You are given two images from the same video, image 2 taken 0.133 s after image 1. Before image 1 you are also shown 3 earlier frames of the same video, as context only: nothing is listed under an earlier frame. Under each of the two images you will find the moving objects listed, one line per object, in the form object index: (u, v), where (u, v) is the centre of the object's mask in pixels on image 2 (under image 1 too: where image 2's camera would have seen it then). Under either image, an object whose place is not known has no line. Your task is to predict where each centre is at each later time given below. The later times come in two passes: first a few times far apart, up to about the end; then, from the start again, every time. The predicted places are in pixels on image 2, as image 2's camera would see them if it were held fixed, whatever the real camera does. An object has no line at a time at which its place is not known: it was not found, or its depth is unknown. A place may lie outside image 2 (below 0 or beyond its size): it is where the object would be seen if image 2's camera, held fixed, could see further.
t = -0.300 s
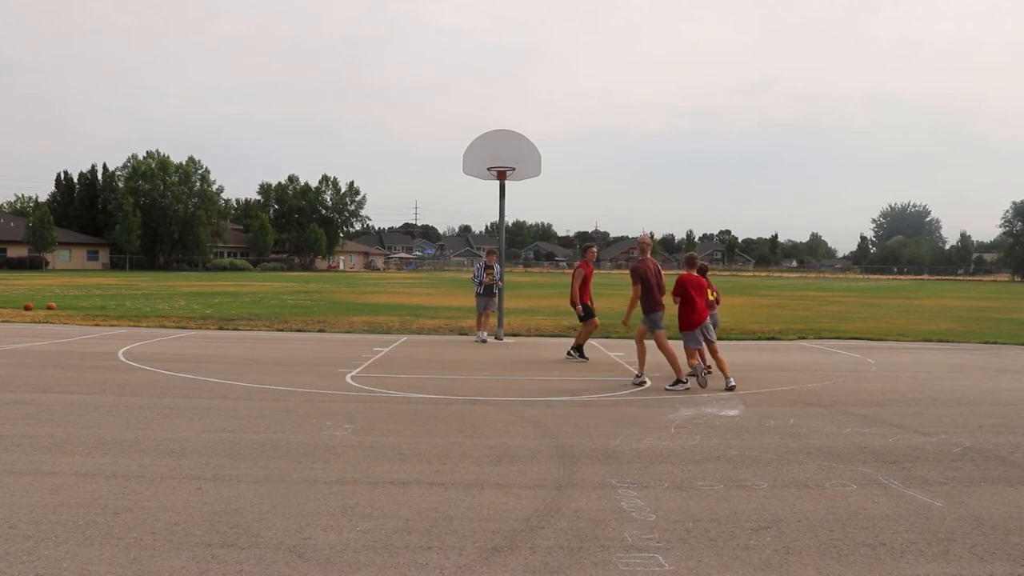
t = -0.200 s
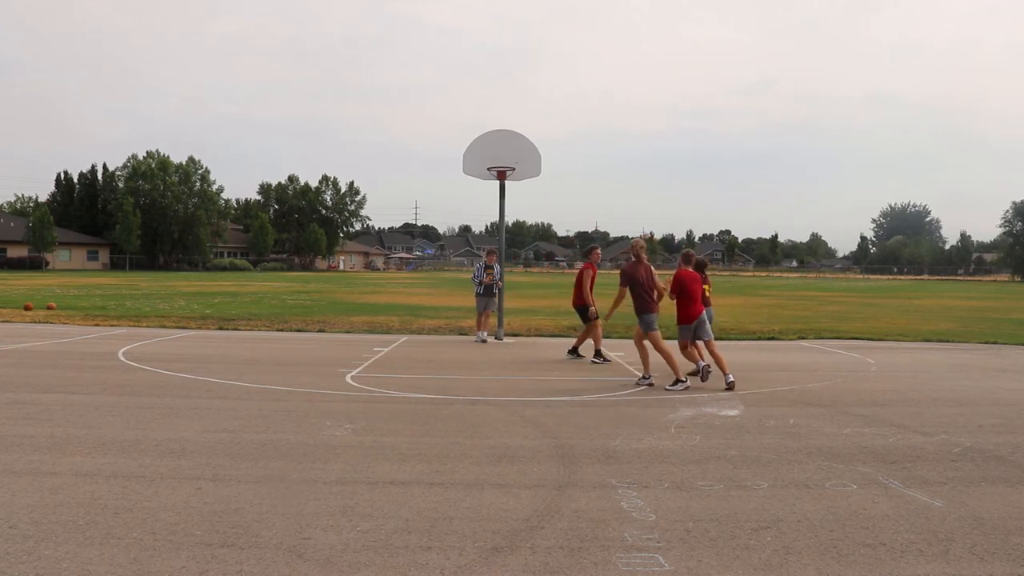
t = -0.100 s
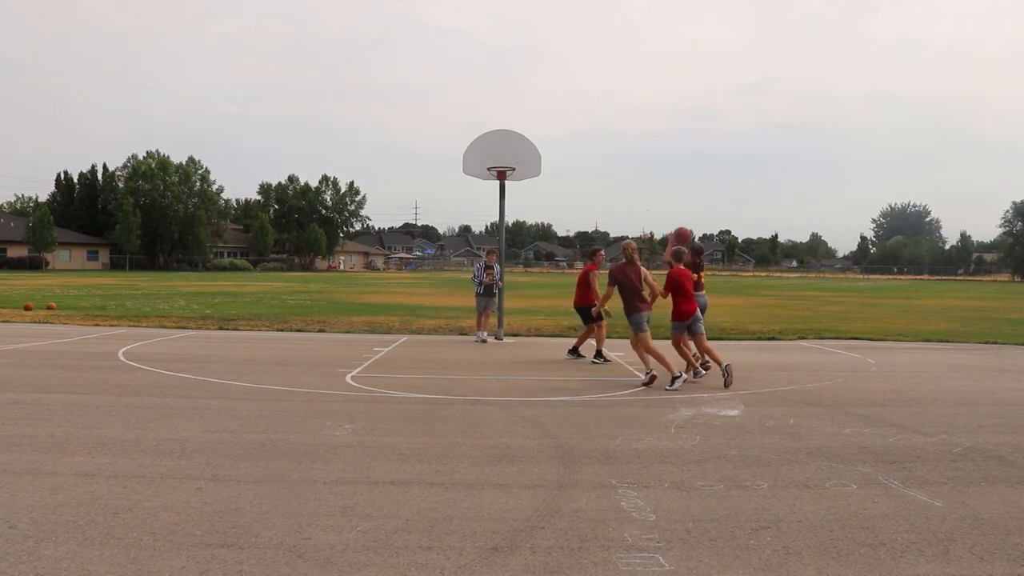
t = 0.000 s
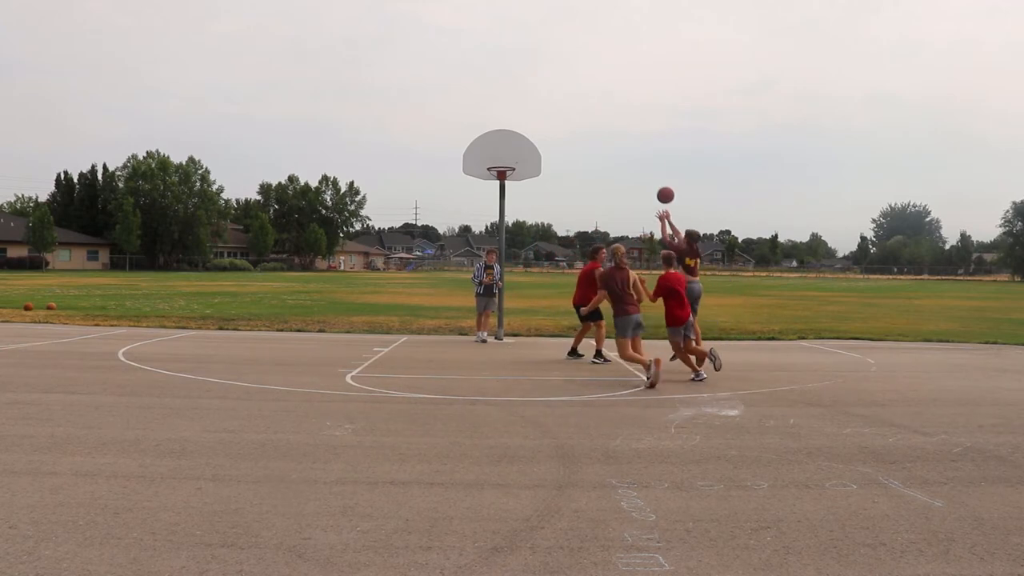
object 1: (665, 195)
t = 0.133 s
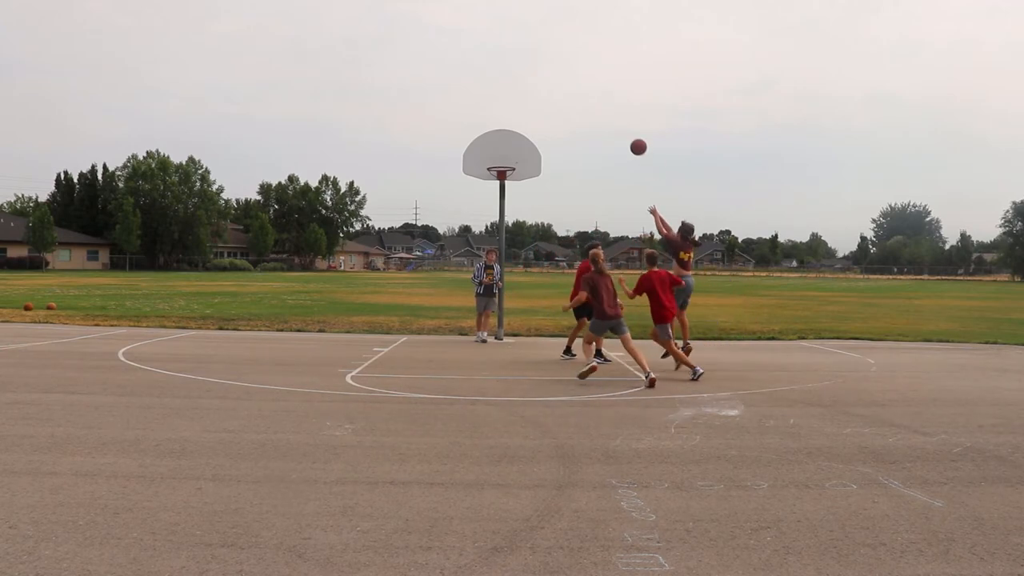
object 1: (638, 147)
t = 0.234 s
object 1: (619, 121)
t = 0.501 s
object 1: (575, 89)
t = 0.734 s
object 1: (541, 98)
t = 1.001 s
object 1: (508, 144)
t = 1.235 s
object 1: (502, 181)
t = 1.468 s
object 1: (516, 233)
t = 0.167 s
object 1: (632, 137)
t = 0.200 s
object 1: (626, 129)
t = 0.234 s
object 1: (619, 121)
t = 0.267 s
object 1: (613, 114)
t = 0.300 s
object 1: (607, 108)
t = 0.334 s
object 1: (602, 103)
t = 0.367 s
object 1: (596, 99)
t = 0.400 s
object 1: (591, 95)
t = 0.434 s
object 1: (585, 92)
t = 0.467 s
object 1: (580, 90)
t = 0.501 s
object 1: (575, 89)
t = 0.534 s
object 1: (570, 88)
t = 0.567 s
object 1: (564, 88)
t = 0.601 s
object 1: (560, 89)
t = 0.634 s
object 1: (555, 91)
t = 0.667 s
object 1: (550, 93)
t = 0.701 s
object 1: (545, 95)
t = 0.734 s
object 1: (541, 98)
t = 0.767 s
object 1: (536, 102)
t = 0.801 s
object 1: (532, 107)
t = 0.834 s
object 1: (528, 112)
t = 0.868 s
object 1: (524, 117)
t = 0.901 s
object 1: (520, 123)
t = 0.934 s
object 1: (516, 130)
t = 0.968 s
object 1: (511, 137)
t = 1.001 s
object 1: (508, 144)
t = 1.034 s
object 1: (506, 148)
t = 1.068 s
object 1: (503, 154)
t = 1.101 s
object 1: (501, 159)
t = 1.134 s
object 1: (498, 165)
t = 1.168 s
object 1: (498, 170)
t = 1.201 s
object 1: (500, 176)
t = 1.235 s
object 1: (502, 181)
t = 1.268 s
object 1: (504, 187)
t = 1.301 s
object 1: (507, 194)
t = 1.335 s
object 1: (508, 200)
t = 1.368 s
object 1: (510, 208)
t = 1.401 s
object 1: (511, 216)
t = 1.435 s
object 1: (513, 224)
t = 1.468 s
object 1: (516, 233)
